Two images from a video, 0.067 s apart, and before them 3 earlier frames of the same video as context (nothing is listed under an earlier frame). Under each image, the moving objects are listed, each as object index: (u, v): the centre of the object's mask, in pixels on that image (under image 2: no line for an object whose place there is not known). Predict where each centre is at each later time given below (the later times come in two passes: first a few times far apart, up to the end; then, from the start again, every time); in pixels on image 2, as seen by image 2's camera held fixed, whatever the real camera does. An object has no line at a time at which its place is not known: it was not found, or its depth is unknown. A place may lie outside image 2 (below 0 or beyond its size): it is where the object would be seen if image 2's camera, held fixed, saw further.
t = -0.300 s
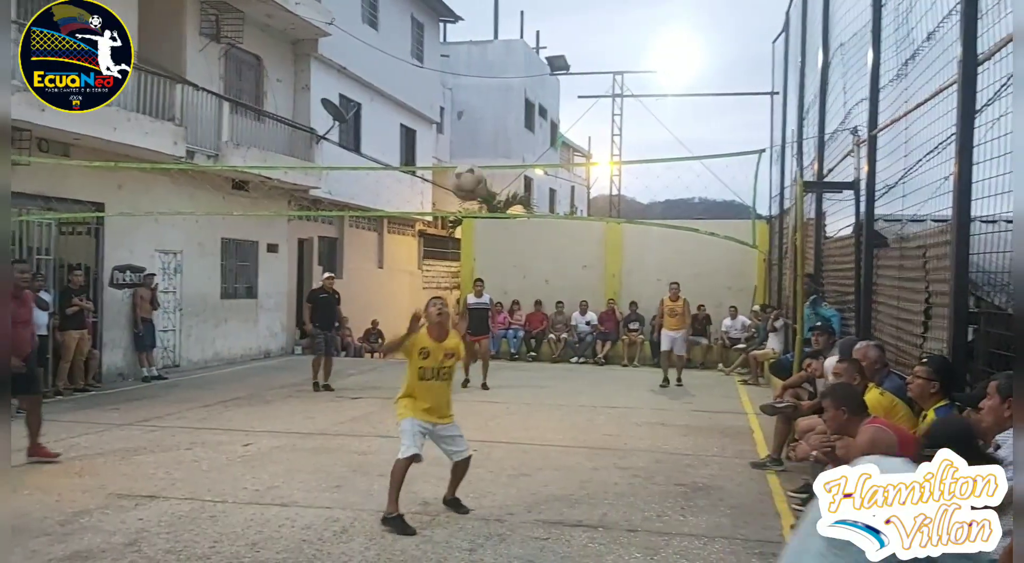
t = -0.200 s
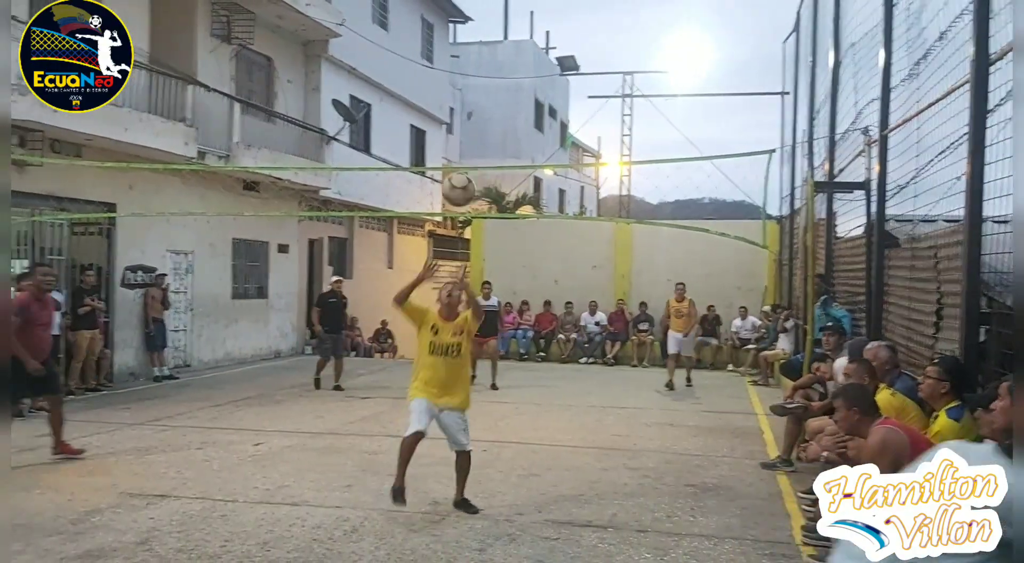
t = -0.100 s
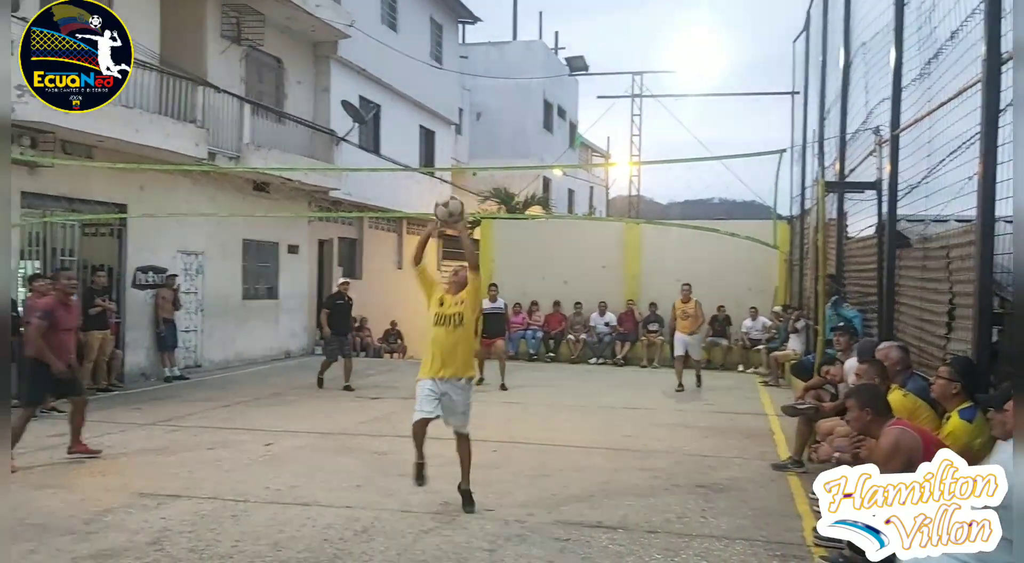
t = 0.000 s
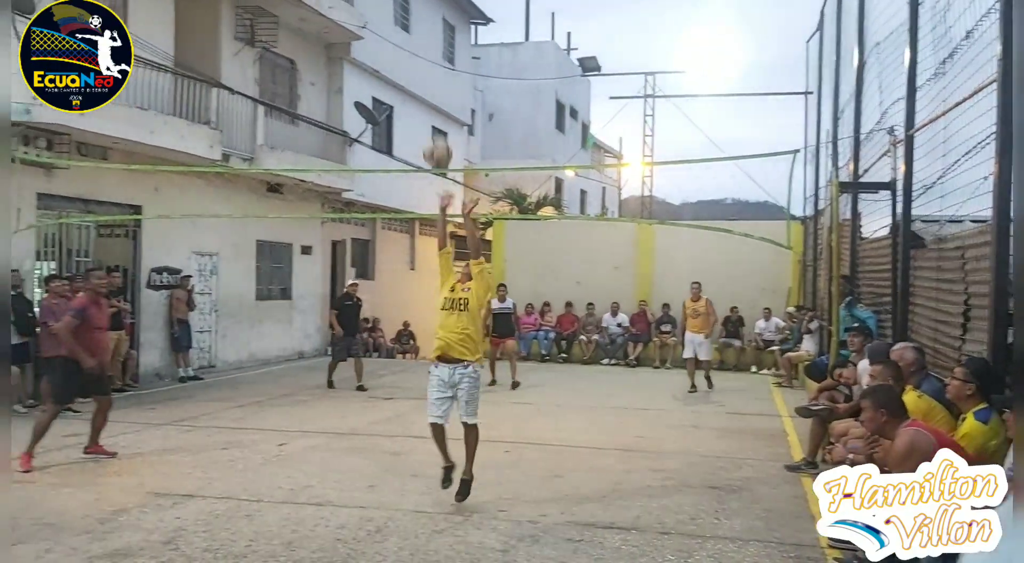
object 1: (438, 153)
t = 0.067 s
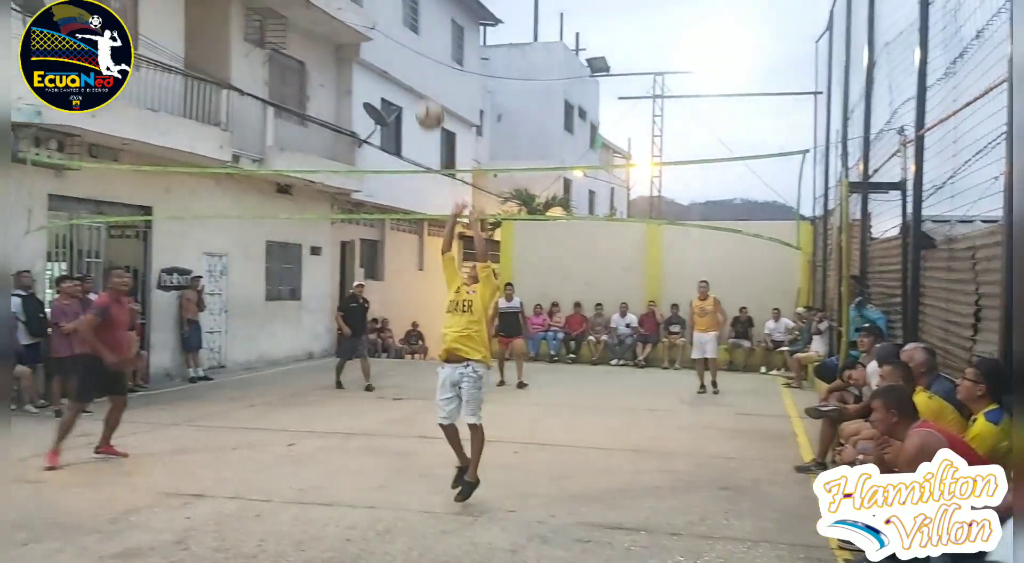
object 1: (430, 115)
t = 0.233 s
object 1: (391, 52)
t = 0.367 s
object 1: (362, 28)
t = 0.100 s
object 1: (422, 101)
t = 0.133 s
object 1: (415, 87)
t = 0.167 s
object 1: (407, 73)
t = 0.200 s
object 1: (399, 62)
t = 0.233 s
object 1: (391, 52)
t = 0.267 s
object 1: (383, 43)
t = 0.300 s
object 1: (376, 36)
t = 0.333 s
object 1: (369, 32)
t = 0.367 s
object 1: (362, 28)
